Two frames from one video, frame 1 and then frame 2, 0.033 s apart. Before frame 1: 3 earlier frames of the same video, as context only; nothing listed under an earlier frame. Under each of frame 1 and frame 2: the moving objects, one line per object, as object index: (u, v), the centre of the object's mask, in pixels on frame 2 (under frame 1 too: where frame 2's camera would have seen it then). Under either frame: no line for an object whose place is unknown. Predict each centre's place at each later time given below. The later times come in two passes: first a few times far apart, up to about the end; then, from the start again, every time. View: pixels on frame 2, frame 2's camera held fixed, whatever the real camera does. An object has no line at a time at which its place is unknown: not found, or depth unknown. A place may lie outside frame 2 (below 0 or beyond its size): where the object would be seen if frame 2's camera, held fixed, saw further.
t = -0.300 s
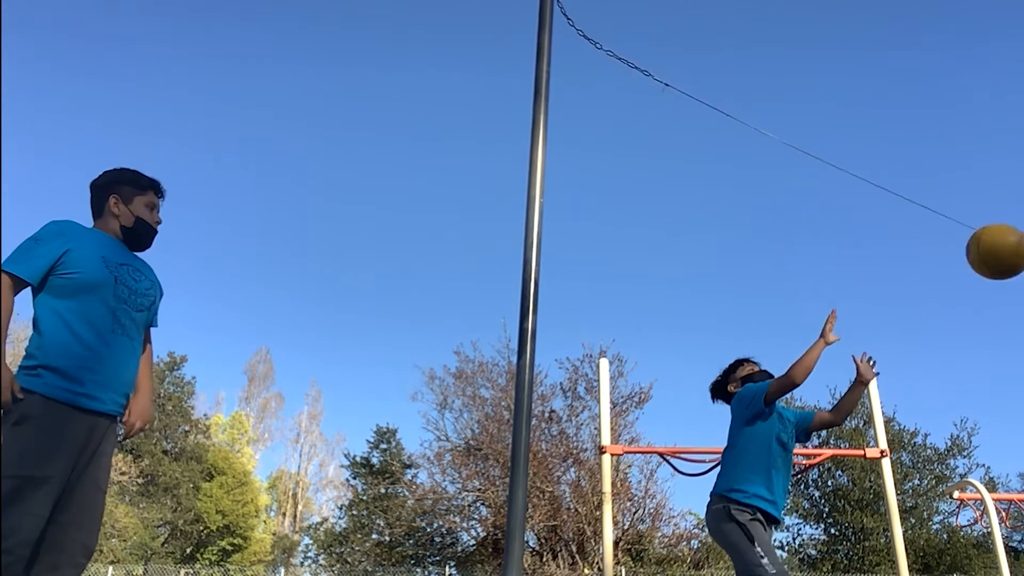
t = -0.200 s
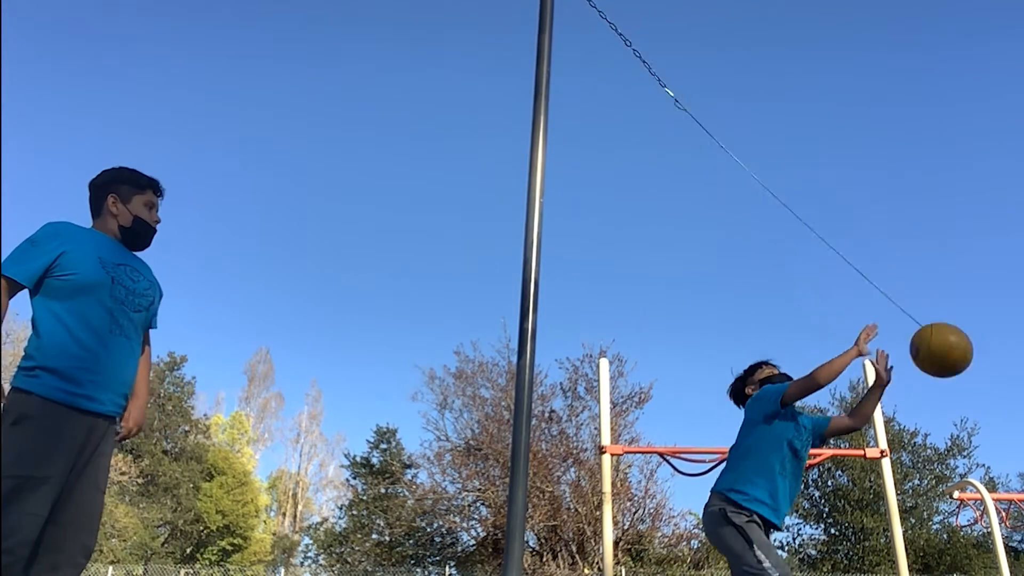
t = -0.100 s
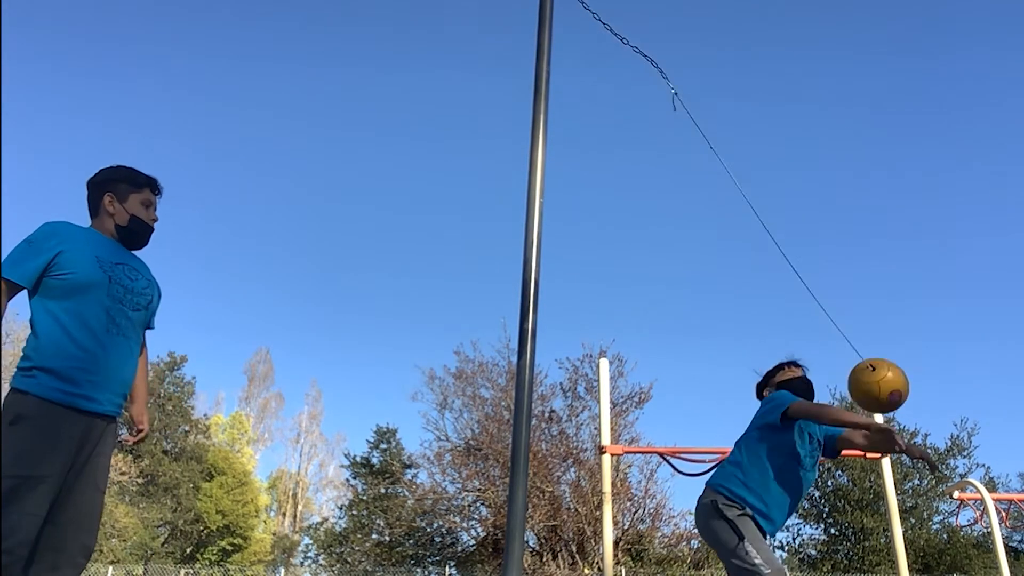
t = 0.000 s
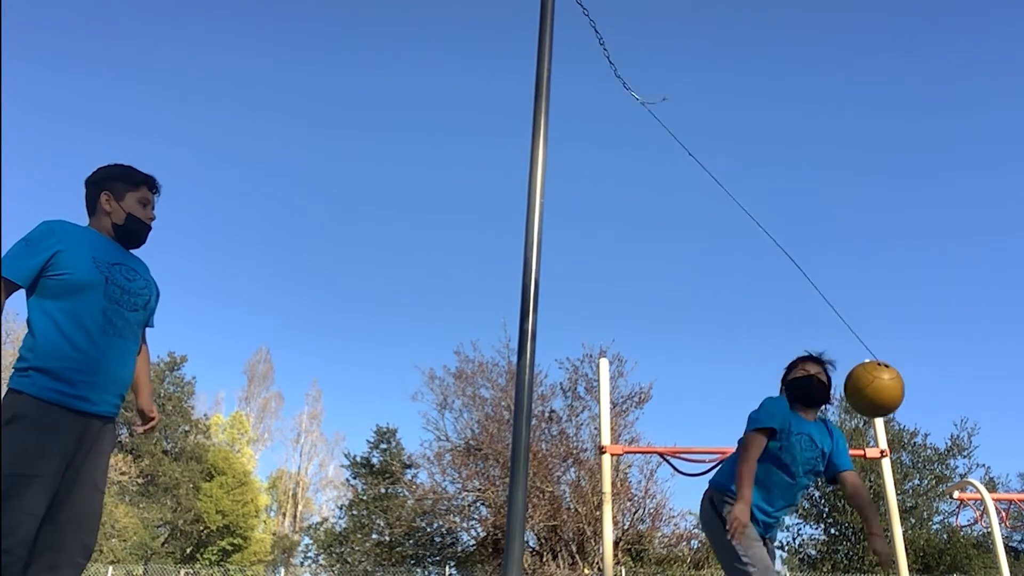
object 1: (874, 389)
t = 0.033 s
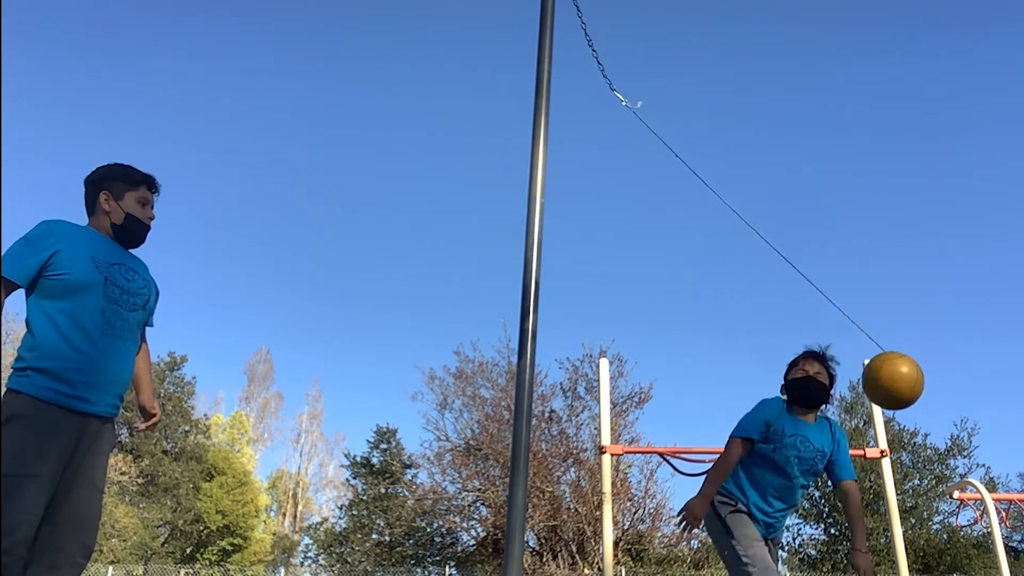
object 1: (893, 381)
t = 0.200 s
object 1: (918, 298)
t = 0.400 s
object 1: (911, 258)
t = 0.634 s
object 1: (863, 323)
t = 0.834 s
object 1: (645, 345)
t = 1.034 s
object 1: (442, 382)
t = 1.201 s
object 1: (326, 395)
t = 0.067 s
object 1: (907, 367)
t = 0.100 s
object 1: (915, 351)
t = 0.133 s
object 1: (918, 331)
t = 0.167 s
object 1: (918, 314)
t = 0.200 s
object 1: (918, 298)
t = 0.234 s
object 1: (917, 285)
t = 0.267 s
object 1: (916, 274)
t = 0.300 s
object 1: (915, 266)
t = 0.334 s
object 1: (914, 261)
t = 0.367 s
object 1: (912, 258)
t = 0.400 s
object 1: (911, 258)
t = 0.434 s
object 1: (910, 261)
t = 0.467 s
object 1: (908, 268)
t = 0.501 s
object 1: (907, 277)
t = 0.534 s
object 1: (904, 290)
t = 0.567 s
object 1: (900, 304)
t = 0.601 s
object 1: (888, 318)
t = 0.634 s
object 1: (863, 323)
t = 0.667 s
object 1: (831, 325)
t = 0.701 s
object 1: (795, 328)
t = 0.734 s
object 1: (758, 330)
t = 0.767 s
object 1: (720, 334)
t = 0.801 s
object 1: (682, 339)
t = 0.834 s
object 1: (645, 345)
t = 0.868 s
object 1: (608, 350)
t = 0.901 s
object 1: (573, 356)
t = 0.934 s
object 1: (538, 360)
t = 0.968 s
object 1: (505, 365)
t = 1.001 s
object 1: (473, 373)
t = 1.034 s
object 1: (442, 382)
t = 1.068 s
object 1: (414, 391)
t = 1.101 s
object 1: (387, 398)
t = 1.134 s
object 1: (363, 402)
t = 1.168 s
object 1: (342, 401)
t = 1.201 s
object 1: (326, 395)
